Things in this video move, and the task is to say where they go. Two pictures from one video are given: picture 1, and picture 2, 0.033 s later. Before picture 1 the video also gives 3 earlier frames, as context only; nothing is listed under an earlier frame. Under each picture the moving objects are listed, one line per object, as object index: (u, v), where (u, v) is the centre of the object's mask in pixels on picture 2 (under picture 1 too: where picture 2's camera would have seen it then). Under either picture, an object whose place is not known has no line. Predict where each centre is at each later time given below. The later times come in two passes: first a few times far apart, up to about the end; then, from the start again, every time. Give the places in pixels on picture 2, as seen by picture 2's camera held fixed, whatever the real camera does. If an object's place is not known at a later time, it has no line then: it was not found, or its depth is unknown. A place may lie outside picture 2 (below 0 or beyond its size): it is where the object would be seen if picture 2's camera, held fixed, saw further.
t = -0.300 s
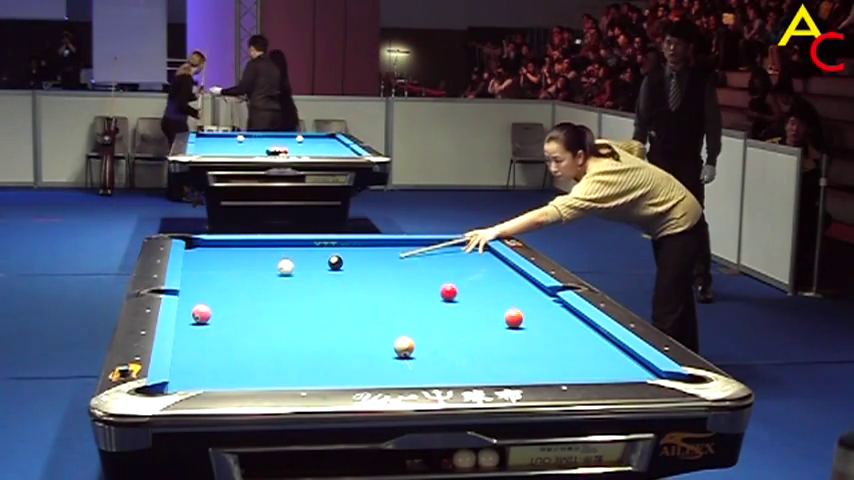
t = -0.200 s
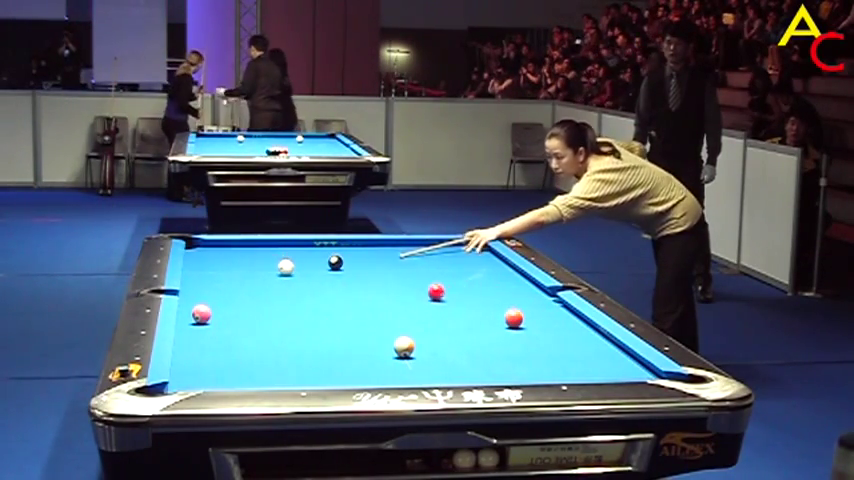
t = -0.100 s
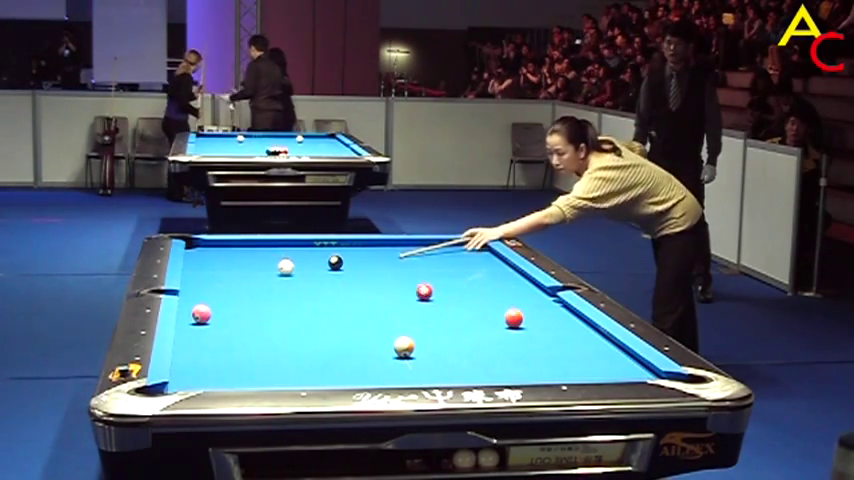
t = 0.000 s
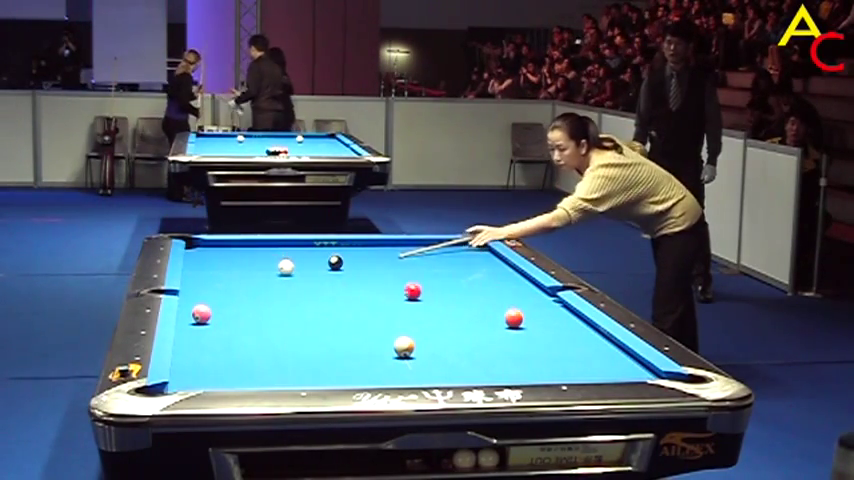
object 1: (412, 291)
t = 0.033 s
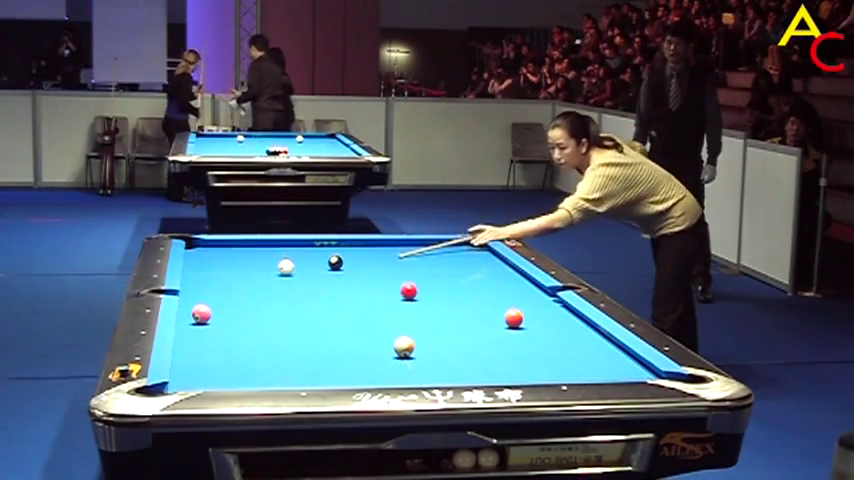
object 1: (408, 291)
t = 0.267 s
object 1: (382, 290)
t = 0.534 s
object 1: (354, 289)
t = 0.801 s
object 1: (327, 288)
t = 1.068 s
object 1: (302, 288)
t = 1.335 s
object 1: (278, 287)
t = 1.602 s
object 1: (256, 286)
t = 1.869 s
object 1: (235, 286)
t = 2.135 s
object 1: (216, 285)
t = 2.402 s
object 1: (199, 285)
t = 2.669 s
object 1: (191, 284)
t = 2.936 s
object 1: (198, 283)
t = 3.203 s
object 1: (205, 283)
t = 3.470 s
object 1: (210, 283)
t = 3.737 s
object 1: (211, 283)
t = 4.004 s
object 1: (217, 284)
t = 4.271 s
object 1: (217, 284)
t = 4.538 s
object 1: (217, 283)
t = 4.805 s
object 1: (217, 284)
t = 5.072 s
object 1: (217, 284)
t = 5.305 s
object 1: (217, 284)
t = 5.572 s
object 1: (217, 284)
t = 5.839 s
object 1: (217, 283)
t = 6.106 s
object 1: (217, 283)
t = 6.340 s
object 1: (217, 283)
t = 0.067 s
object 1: (405, 290)
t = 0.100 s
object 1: (401, 291)
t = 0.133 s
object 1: (397, 291)
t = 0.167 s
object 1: (393, 290)
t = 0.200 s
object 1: (390, 290)
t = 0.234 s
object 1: (386, 290)
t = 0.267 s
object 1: (382, 290)
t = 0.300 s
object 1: (379, 290)
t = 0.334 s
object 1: (375, 290)
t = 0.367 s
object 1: (371, 290)
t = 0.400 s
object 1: (368, 290)
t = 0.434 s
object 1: (364, 289)
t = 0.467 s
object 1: (361, 289)
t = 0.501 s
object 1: (357, 289)
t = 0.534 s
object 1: (354, 289)
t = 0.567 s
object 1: (350, 289)
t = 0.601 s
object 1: (347, 289)
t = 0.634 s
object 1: (343, 289)
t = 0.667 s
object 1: (340, 288)
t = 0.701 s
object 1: (337, 288)
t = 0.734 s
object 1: (333, 289)
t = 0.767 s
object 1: (330, 288)
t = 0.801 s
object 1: (327, 288)
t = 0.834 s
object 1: (324, 288)
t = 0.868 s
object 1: (320, 288)
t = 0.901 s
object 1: (317, 288)
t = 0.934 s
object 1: (314, 288)
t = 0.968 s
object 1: (311, 288)
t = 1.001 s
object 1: (308, 288)
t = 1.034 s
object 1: (305, 288)
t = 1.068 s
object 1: (302, 288)
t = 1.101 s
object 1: (299, 288)
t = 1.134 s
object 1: (296, 288)
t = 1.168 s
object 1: (292, 287)
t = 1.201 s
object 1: (290, 287)
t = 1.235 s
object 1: (287, 287)
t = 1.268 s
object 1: (284, 287)
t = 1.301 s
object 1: (281, 287)
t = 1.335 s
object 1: (278, 287)
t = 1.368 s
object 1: (275, 287)
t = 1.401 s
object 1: (272, 287)
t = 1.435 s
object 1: (269, 287)
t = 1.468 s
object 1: (267, 287)
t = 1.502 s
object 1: (264, 286)
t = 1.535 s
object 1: (262, 286)
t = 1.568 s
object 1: (259, 286)
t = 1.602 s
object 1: (256, 286)
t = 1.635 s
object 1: (253, 286)
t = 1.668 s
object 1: (251, 286)
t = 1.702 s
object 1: (248, 286)
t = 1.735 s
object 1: (245, 286)
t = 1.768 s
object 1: (243, 286)
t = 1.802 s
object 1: (240, 286)
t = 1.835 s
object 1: (238, 286)
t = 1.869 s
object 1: (235, 286)
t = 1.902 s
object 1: (233, 286)
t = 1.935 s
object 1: (230, 286)
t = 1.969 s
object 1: (228, 286)
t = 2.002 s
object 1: (225, 286)
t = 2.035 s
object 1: (223, 286)
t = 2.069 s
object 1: (221, 286)
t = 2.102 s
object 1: (218, 285)
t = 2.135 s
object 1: (216, 285)
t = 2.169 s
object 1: (214, 285)
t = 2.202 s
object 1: (212, 285)
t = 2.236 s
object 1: (210, 285)
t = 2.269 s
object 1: (208, 285)
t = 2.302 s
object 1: (205, 285)
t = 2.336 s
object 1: (203, 285)
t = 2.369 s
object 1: (201, 285)
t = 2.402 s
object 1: (199, 285)
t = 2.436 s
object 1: (197, 285)
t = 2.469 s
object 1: (195, 285)
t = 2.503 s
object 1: (193, 284)
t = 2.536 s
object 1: (191, 284)
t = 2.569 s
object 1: (189, 284)
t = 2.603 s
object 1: (189, 284)
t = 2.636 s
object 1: (190, 284)
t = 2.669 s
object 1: (191, 284)
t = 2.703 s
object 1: (192, 284)
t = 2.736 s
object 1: (193, 284)
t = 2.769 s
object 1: (194, 284)
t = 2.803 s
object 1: (195, 283)
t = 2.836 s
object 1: (196, 284)
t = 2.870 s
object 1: (197, 283)
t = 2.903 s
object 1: (197, 283)
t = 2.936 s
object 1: (198, 283)
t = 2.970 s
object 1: (199, 283)
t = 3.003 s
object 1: (200, 284)
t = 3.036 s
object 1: (201, 284)
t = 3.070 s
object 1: (202, 283)
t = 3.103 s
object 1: (203, 284)
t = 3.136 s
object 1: (203, 283)
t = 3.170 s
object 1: (204, 284)
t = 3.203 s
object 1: (205, 283)
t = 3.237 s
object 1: (206, 283)
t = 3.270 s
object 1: (206, 283)
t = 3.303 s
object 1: (207, 283)
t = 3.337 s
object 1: (208, 283)
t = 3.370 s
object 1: (208, 283)
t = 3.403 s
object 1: (209, 283)
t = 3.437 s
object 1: (210, 283)
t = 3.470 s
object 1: (210, 283)
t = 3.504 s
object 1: (211, 283)
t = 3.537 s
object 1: (212, 283)
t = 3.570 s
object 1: (212, 283)
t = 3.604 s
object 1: (212, 283)
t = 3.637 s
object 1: (213, 283)
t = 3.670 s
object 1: (213, 283)
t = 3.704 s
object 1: (214, 283)
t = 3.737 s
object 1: (211, 283)
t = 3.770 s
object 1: (217, 283)
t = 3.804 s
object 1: (215, 283)
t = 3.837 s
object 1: (215, 283)
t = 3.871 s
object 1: (215, 283)
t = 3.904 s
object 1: (216, 283)
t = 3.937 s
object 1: (216, 283)
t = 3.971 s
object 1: (216, 284)
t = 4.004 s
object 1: (217, 284)
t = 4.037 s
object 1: (217, 283)
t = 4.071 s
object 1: (217, 284)
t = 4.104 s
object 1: (217, 283)
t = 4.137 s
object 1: (217, 283)
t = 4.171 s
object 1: (217, 283)
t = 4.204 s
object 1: (217, 283)
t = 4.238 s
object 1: (217, 284)
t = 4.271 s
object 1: (217, 284)
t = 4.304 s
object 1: (217, 284)
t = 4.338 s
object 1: (217, 284)
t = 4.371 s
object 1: (217, 283)
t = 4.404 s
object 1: (217, 283)
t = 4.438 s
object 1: (217, 283)
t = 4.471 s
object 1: (217, 283)
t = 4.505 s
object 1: (217, 284)
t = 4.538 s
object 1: (217, 283)
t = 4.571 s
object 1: (217, 283)
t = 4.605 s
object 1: (217, 284)
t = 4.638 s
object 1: (217, 283)
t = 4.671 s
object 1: (217, 283)
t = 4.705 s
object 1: (217, 283)
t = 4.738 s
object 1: (217, 284)
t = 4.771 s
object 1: (217, 284)
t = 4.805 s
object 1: (217, 284)
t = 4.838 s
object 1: (217, 283)
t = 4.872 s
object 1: (217, 283)
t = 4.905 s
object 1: (217, 283)
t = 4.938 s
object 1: (217, 283)
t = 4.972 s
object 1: (217, 284)
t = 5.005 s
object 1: (217, 283)
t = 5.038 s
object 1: (217, 283)
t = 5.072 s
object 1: (217, 284)
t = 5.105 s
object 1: (217, 284)
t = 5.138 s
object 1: (217, 284)
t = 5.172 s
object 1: (217, 283)
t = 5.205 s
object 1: (217, 283)
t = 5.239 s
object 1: (217, 284)
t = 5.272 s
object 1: (217, 284)
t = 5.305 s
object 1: (217, 284)
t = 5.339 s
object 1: (217, 283)
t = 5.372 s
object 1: (217, 283)
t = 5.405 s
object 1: (217, 283)
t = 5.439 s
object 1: (217, 283)
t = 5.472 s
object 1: (217, 283)
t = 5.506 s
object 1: (217, 283)
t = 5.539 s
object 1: (217, 283)
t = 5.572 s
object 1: (217, 284)
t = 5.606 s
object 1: (217, 283)
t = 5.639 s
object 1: (217, 284)
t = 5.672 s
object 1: (217, 283)
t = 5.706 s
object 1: (217, 283)
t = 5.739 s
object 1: (217, 283)
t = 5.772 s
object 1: (217, 283)
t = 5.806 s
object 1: (217, 283)
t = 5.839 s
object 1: (217, 283)
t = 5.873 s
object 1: (217, 283)
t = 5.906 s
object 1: (217, 283)
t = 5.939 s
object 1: (217, 283)
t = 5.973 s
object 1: (217, 283)
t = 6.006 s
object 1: (217, 283)
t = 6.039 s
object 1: (217, 284)
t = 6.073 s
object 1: (217, 283)
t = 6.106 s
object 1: (217, 283)
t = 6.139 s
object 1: (217, 283)
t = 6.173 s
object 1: (217, 283)
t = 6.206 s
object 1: (217, 283)
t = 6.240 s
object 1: (217, 283)
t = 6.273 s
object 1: (217, 283)
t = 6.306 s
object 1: (217, 283)
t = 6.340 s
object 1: (217, 283)
